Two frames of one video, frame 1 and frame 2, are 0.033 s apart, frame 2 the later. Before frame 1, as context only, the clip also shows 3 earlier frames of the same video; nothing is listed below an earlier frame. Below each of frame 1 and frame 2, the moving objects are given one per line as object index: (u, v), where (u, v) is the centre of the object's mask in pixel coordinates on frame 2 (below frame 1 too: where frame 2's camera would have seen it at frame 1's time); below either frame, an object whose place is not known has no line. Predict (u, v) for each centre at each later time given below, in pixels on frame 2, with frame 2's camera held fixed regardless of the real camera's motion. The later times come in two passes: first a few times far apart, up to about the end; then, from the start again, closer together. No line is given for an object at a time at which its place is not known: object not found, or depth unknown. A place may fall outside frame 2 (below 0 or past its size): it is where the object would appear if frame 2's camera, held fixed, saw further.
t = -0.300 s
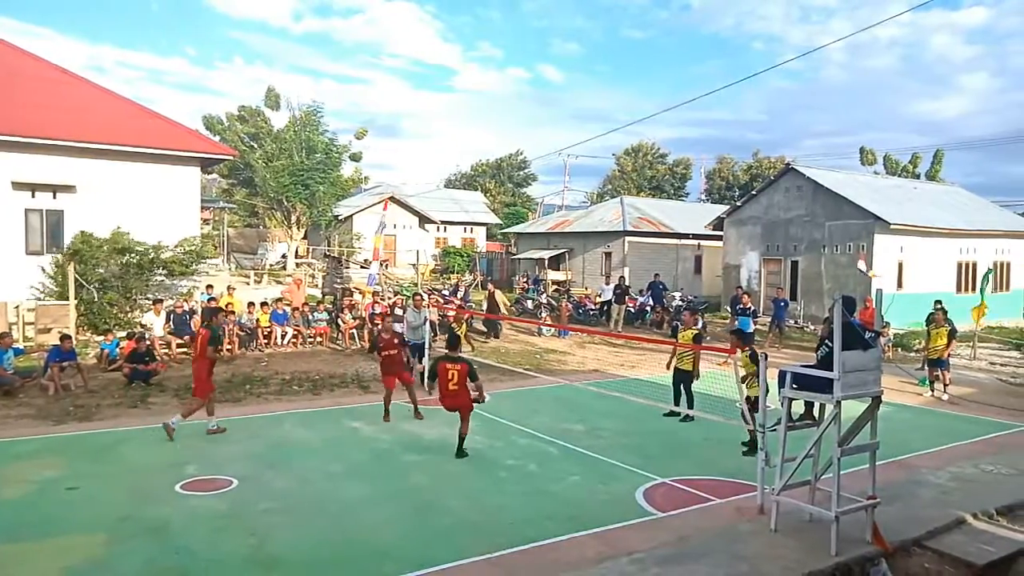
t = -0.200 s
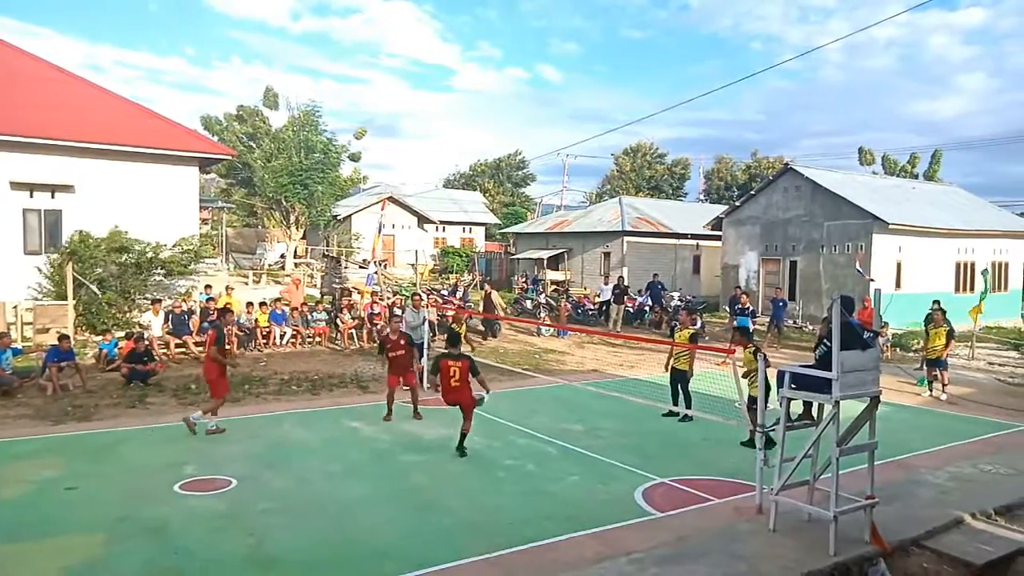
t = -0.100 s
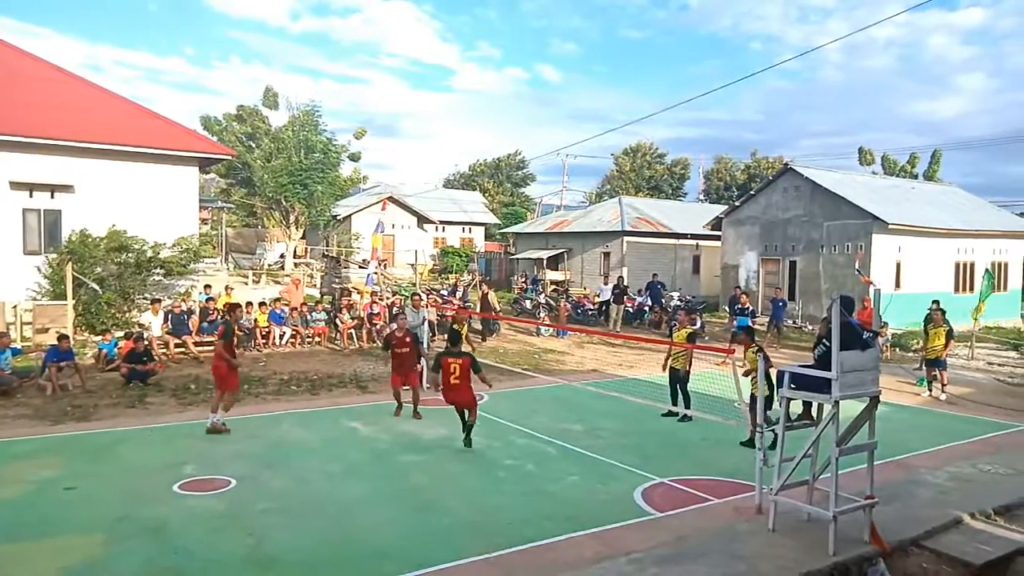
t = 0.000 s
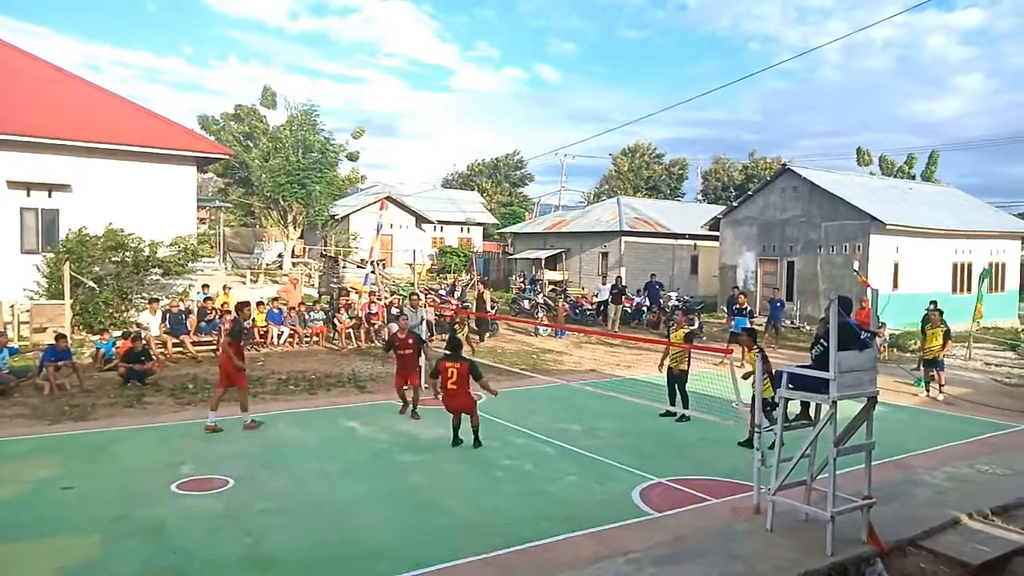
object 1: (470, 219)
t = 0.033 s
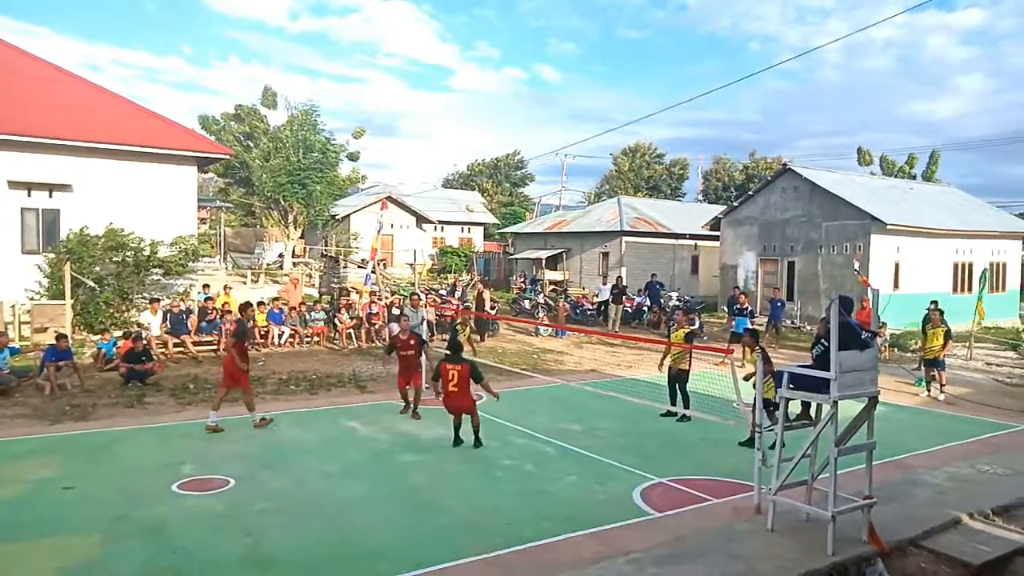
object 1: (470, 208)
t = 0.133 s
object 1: (470, 169)
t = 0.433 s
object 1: (468, 111)
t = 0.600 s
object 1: (468, 111)
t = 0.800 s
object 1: (469, 141)
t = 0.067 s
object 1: (471, 193)
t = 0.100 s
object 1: (471, 180)
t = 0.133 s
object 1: (470, 169)
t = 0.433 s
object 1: (468, 111)
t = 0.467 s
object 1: (468, 109)
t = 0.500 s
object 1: (468, 108)
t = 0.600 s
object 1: (468, 111)
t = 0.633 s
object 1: (468, 113)
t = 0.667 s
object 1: (469, 117)
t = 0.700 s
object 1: (469, 121)
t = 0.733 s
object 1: (469, 127)
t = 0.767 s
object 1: (469, 133)
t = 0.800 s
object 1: (469, 141)
